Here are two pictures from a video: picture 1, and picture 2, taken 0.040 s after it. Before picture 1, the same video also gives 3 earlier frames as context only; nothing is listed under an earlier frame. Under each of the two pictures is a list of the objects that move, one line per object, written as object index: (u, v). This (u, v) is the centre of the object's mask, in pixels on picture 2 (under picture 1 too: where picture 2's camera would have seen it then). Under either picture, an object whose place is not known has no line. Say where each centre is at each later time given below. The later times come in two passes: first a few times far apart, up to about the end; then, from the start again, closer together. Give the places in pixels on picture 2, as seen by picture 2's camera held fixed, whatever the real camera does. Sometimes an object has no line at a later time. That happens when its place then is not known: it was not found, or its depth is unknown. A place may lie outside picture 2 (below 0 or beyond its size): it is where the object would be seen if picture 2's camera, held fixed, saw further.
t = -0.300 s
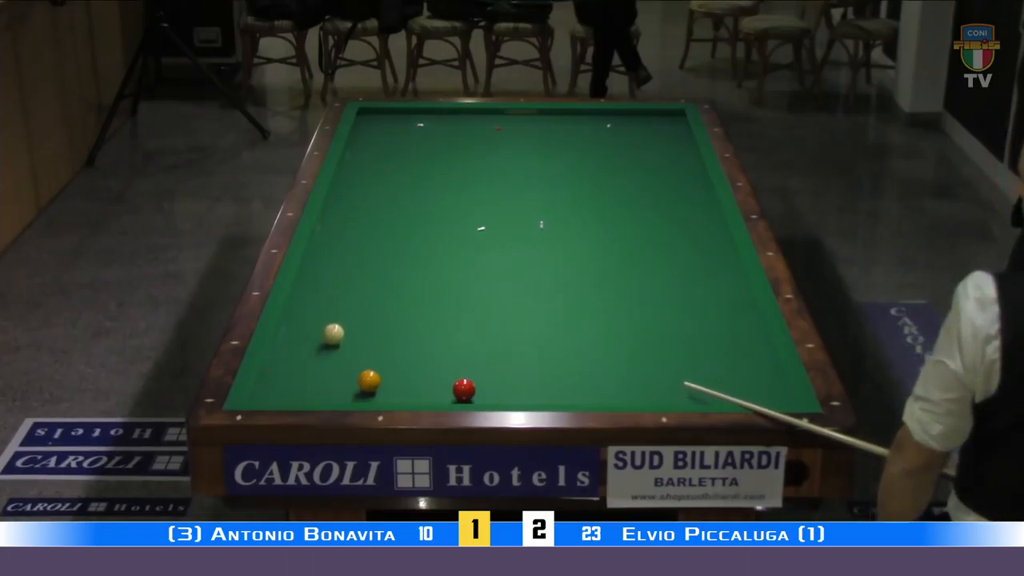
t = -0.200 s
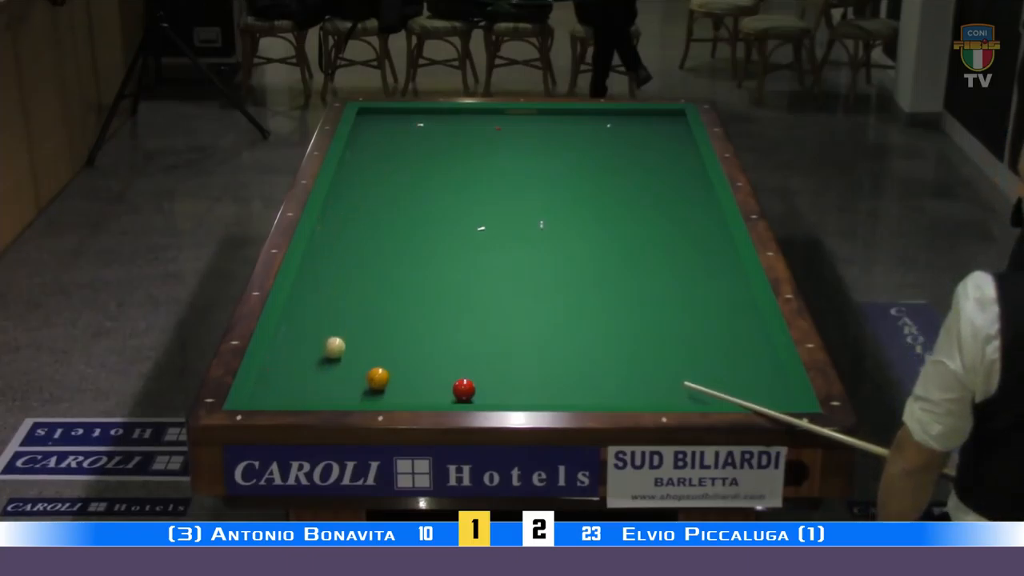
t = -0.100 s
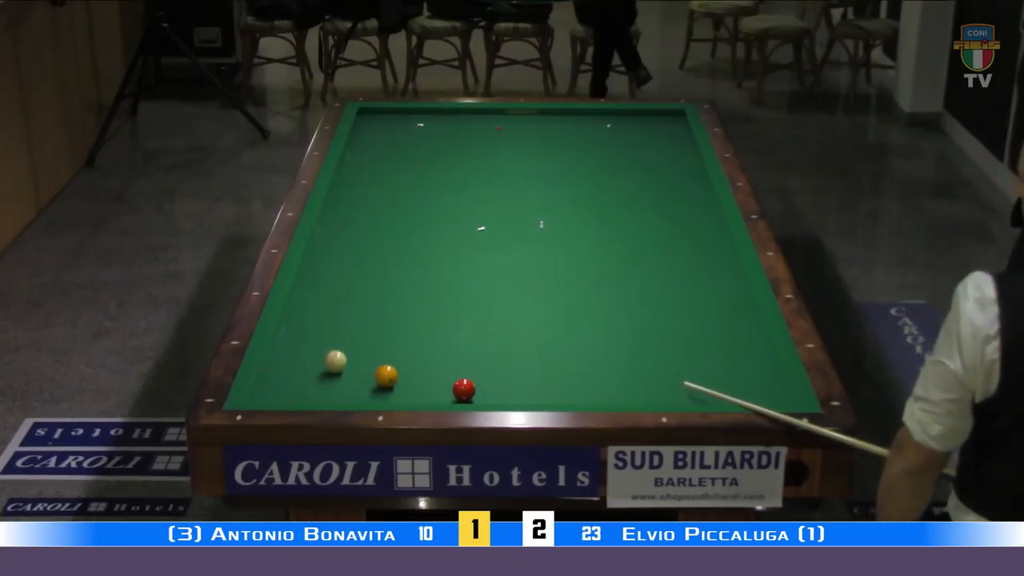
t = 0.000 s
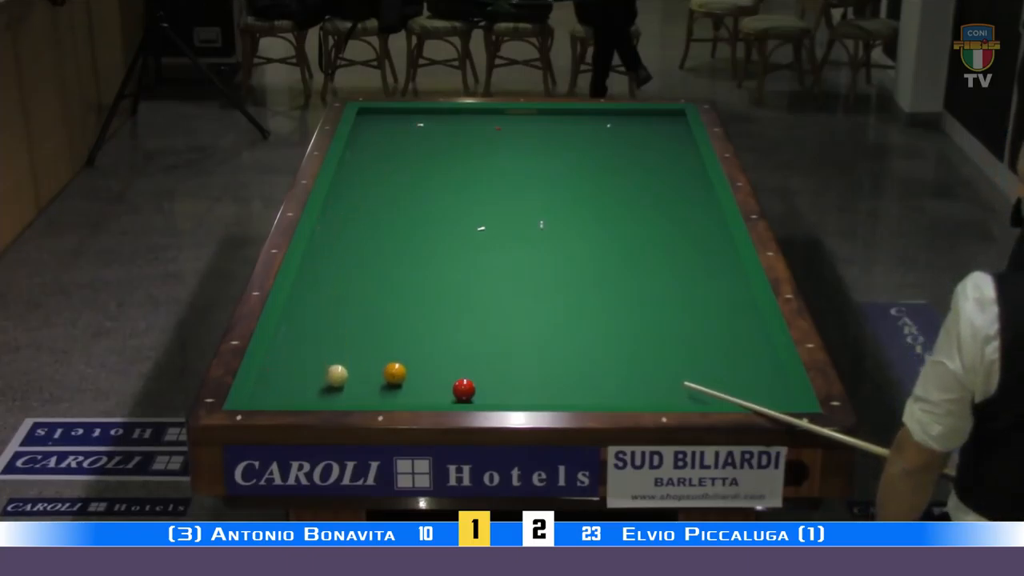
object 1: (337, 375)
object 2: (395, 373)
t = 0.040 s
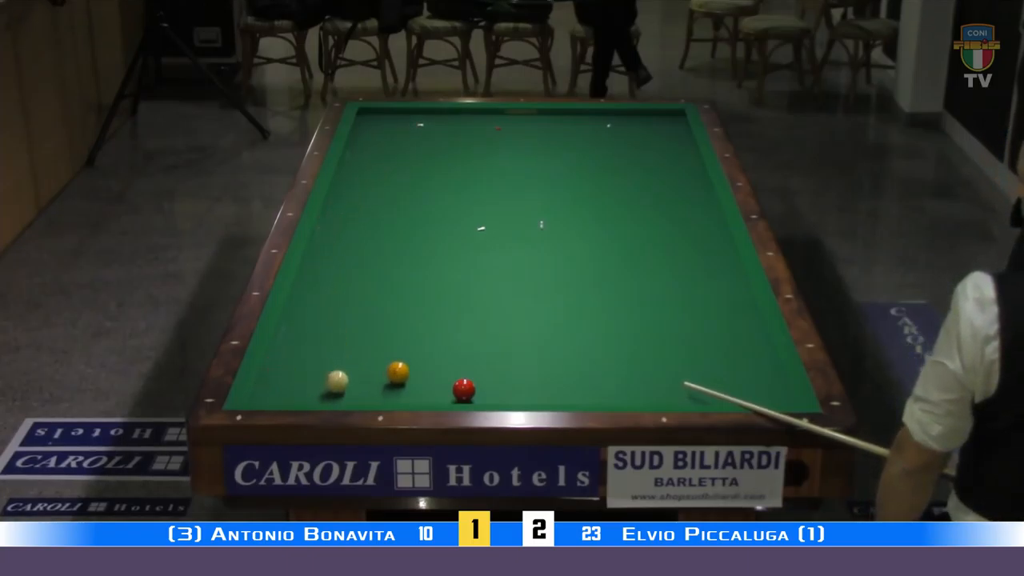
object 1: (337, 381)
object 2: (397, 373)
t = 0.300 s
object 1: (353, 387)
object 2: (418, 366)
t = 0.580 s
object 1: (379, 365)
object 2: (439, 360)
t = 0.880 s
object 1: (405, 344)
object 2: (460, 353)
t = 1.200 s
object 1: (431, 324)
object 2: (481, 348)
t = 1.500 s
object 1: (452, 306)
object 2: (499, 342)
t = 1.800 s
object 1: (471, 291)
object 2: (516, 338)
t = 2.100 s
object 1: (490, 276)
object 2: (531, 333)
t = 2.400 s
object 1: (507, 262)
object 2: (545, 329)
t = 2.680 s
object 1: (521, 251)
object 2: (557, 326)
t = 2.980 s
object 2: (569, 323)
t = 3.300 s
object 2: (580, 320)
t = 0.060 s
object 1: (337, 384)
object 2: (399, 372)
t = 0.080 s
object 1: (338, 387)
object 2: (401, 371)
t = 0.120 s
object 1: (338, 392)
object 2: (405, 370)
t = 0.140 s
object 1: (338, 394)
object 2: (406, 370)
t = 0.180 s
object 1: (340, 397)
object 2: (409, 369)
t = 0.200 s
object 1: (343, 395)
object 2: (410, 369)
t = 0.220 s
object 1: (345, 393)
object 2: (412, 368)
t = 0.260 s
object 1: (348, 391)
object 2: (415, 367)
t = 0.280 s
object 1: (351, 389)
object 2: (417, 367)
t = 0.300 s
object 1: (353, 387)
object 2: (418, 366)
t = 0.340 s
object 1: (356, 383)
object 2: (422, 365)
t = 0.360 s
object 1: (358, 382)
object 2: (423, 365)
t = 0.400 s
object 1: (363, 379)
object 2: (426, 364)
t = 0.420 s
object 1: (365, 377)
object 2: (428, 363)
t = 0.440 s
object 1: (366, 376)
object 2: (429, 363)
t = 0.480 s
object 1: (370, 373)
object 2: (432, 362)
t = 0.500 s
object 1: (372, 371)
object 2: (433, 361)
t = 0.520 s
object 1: (374, 370)
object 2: (435, 361)
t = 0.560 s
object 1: (377, 367)
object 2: (438, 360)
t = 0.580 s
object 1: (379, 365)
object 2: (439, 360)
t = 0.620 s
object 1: (382, 362)
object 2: (442, 359)
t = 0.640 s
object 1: (384, 361)
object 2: (444, 359)
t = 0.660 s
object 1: (386, 359)
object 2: (445, 358)
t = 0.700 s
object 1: (389, 357)
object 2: (448, 357)
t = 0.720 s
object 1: (391, 355)
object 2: (449, 357)
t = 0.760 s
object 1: (395, 352)
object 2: (452, 356)
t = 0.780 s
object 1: (396, 351)
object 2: (454, 355)
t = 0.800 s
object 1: (398, 350)
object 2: (455, 355)
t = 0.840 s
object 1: (401, 347)
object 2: (458, 354)
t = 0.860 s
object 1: (403, 345)
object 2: (459, 354)
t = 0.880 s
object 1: (405, 344)
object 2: (460, 353)
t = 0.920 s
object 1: (408, 342)
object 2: (463, 353)
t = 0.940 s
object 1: (410, 341)
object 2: (464, 353)
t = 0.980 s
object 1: (413, 338)
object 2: (467, 352)
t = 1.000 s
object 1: (414, 337)
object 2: (468, 352)
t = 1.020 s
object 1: (416, 335)
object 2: (470, 351)
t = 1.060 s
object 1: (419, 333)
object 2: (472, 351)
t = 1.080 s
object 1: (421, 331)
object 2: (474, 350)
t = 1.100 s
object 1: (422, 330)
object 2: (475, 350)
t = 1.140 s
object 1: (425, 328)
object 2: (477, 349)
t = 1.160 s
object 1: (427, 326)
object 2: (479, 348)
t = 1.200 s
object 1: (431, 324)
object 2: (481, 348)
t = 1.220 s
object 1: (432, 323)
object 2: (482, 347)
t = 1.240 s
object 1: (433, 322)
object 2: (484, 347)
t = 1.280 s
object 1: (436, 319)
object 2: (486, 346)
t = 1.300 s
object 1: (437, 318)
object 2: (487, 346)
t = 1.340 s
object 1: (440, 316)
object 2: (490, 345)
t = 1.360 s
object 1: (442, 315)
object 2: (491, 345)
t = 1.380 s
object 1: (443, 313)
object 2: (492, 345)
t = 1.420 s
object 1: (446, 311)
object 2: (495, 344)
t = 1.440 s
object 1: (448, 310)
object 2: (496, 344)
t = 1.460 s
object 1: (449, 309)
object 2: (497, 343)
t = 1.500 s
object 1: (452, 306)
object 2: (499, 342)
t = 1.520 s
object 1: (453, 305)
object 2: (500, 342)
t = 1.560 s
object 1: (456, 303)
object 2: (503, 342)
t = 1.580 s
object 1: (457, 302)
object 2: (504, 342)
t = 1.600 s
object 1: (458, 301)
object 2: (505, 341)
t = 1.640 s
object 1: (461, 299)
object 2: (507, 341)
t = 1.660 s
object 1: (463, 298)
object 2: (508, 341)
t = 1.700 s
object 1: (465, 296)
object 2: (511, 340)
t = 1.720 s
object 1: (466, 295)
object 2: (511, 339)
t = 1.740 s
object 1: (467, 294)
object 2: (513, 339)
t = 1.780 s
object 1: (470, 292)
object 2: (515, 338)
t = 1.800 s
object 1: (471, 291)
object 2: (516, 338)
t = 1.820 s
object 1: (473, 290)
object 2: (517, 338)
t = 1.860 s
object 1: (475, 287)
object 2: (519, 337)
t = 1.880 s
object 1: (477, 287)
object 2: (520, 337)
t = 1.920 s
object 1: (479, 285)
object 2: (522, 336)
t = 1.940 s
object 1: (480, 284)
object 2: (523, 336)
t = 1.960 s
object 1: (481, 283)
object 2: (524, 335)
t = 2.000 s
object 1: (484, 281)
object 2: (526, 335)
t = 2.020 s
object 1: (485, 280)
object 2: (527, 334)
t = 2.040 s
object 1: (486, 279)
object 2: (528, 334)
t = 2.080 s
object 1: (489, 277)
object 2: (530, 334)
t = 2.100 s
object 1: (490, 276)
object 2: (531, 333)
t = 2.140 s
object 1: (492, 274)
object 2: (533, 332)
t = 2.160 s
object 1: (493, 273)
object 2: (534, 332)
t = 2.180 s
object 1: (494, 272)
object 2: (535, 332)
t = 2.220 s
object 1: (497, 270)
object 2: (537, 332)
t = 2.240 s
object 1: (498, 269)
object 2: (538, 332)
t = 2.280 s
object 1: (500, 268)
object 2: (540, 331)
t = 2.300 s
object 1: (501, 267)
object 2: (541, 331)
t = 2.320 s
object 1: (502, 266)
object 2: (542, 331)
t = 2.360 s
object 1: (505, 264)
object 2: (543, 330)
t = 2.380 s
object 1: (506, 263)
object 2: (544, 330)
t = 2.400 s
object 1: (507, 262)
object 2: (545, 329)
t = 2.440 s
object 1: (509, 260)
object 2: (547, 329)
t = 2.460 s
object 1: (510, 260)
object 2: (548, 329)
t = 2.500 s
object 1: (512, 258)
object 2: (550, 328)
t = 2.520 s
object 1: (513, 257)
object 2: (551, 328)
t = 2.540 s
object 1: (514, 256)
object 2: (552, 327)
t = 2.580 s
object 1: (516, 255)
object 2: (553, 327)
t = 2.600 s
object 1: (517, 254)
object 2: (554, 327)
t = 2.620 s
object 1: (518, 253)
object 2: (555, 327)
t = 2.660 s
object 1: (520, 252)
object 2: (556, 326)
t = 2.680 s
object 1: (521, 251)
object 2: (557, 326)
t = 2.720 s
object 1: (523, 249)
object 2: (559, 326)
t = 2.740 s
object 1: (524, 249)
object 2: (560, 325)
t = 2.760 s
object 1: (525, 248)
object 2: (561, 326)
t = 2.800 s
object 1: (527, 246)
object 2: (562, 325)
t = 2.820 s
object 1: (528, 245)
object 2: (563, 324)
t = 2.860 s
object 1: (530, 244)
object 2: (564, 324)
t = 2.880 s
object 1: (531, 243)
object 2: (565, 324)
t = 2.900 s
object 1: (532, 242)
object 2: (566, 324)
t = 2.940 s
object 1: (534, 241)
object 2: (567, 323)
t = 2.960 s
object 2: (568, 323)
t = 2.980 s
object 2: (569, 323)
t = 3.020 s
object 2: (570, 323)
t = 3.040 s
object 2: (571, 322)
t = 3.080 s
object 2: (572, 322)
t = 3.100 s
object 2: (573, 322)
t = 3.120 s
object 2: (574, 322)
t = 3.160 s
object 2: (575, 321)
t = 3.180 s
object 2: (576, 321)
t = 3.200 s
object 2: (576, 321)
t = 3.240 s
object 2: (578, 321)
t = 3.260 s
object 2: (578, 320)
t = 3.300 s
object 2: (580, 320)
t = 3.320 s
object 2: (580, 320)
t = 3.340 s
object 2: (580, 318)
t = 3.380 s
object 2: (577, 313)
